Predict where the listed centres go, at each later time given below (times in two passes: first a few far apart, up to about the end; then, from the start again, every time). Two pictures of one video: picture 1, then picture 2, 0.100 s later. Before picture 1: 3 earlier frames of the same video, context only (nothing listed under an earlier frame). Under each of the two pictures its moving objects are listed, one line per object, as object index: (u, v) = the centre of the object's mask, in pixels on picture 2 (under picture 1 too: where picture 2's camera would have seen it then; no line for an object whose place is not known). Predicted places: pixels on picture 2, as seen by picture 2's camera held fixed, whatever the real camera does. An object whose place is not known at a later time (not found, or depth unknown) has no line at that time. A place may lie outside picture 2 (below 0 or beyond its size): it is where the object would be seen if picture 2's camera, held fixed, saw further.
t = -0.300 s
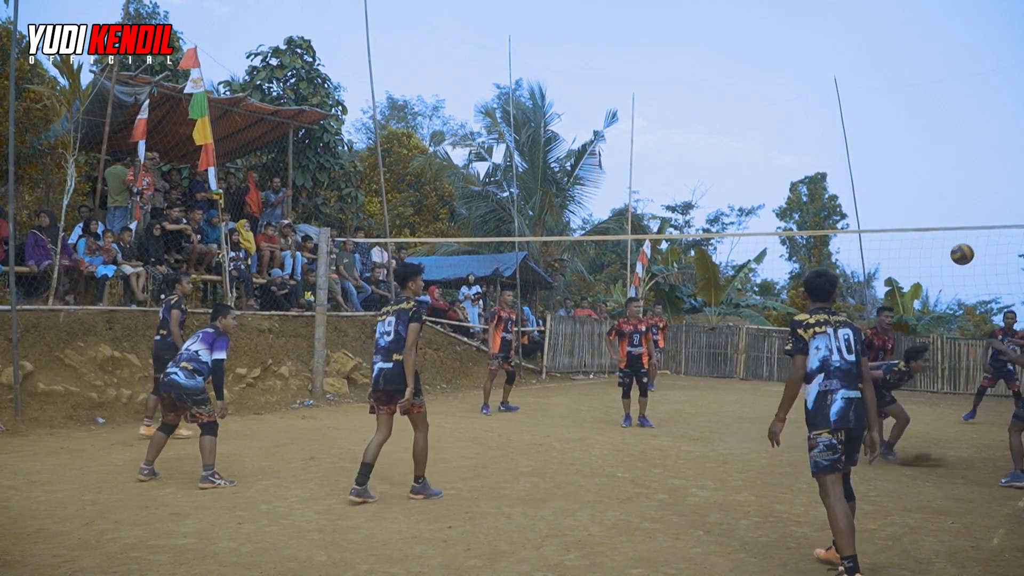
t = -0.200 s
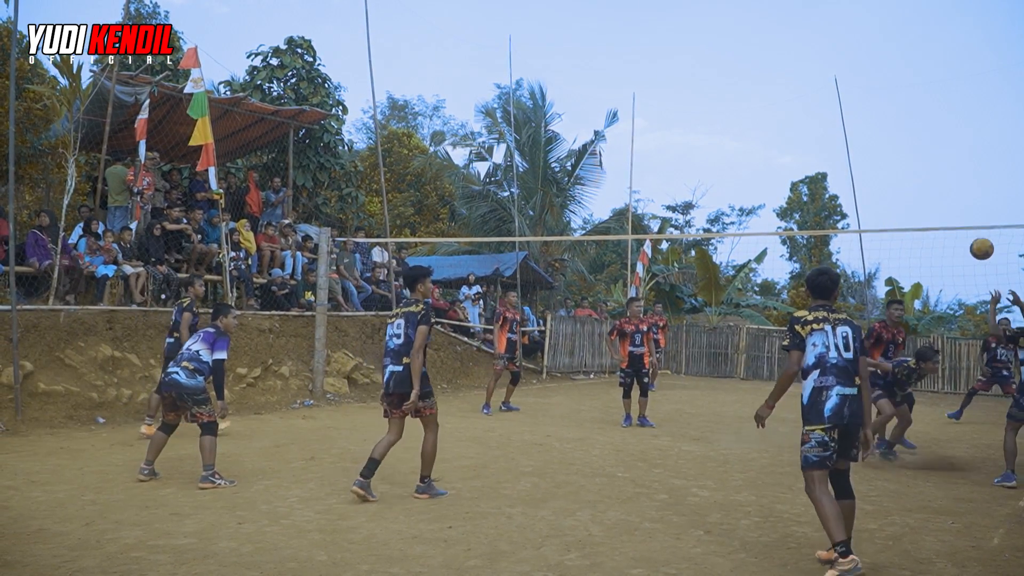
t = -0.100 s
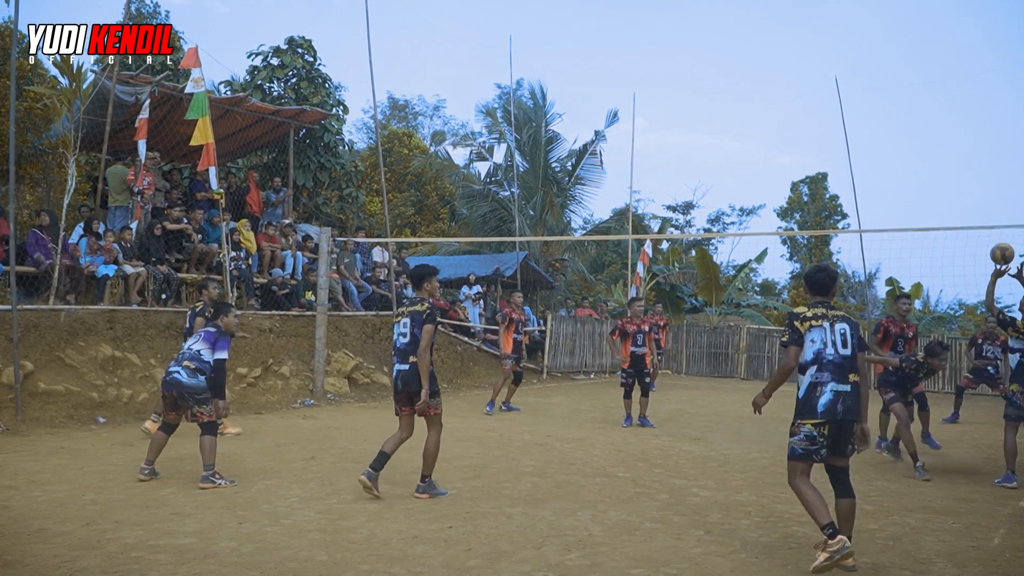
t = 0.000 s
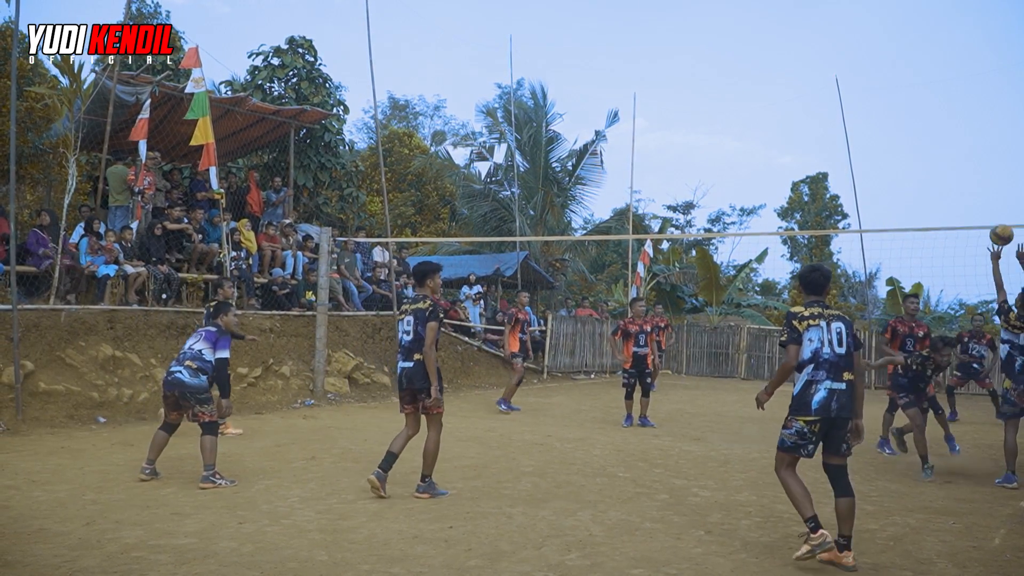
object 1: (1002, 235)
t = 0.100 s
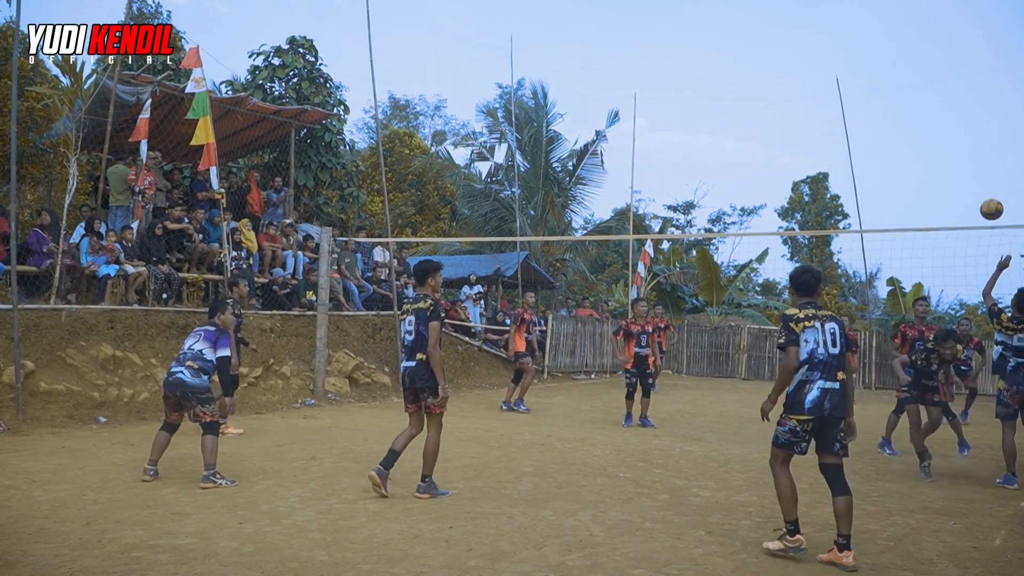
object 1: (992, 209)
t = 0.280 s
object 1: (974, 191)
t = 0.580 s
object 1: (948, 229)
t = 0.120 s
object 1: (990, 206)
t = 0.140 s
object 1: (988, 202)
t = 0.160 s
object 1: (986, 200)
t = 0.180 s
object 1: (983, 197)
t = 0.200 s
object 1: (982, 195)
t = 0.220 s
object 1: (980, 194)
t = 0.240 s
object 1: (978, 192)
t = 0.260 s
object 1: (976, 192)
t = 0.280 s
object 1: (974, 191)
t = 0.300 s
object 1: (972, 191)
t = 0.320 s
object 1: (970, 192)
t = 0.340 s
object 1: (968, 193)
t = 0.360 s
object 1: (967, 194)
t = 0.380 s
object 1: (965, 195)
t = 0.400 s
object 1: (963, 197)
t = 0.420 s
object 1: (961, 199)
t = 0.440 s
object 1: (959, 202)
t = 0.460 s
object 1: (958, 205)
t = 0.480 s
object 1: (956, 208)
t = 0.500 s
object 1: (954, 212)
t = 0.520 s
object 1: (953, 215)
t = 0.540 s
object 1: (951, 219)
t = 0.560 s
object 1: (949, 224)
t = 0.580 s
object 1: (948, 229)
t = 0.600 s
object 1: (946, 234)
